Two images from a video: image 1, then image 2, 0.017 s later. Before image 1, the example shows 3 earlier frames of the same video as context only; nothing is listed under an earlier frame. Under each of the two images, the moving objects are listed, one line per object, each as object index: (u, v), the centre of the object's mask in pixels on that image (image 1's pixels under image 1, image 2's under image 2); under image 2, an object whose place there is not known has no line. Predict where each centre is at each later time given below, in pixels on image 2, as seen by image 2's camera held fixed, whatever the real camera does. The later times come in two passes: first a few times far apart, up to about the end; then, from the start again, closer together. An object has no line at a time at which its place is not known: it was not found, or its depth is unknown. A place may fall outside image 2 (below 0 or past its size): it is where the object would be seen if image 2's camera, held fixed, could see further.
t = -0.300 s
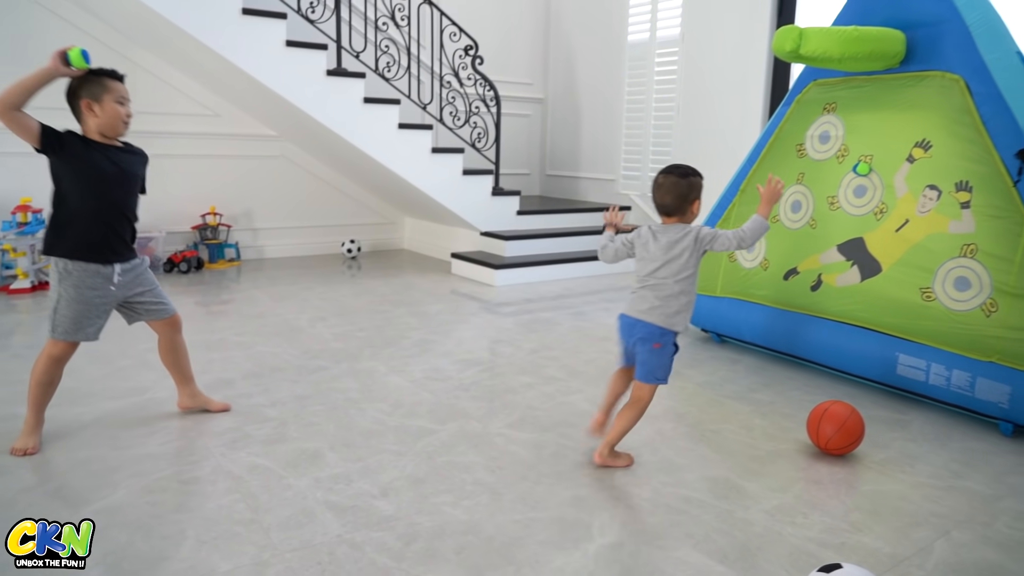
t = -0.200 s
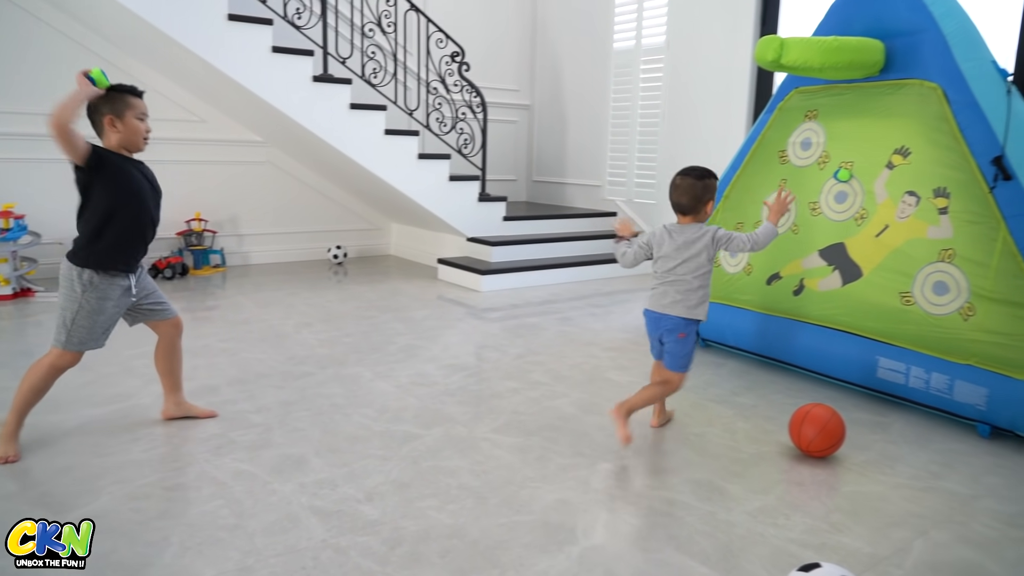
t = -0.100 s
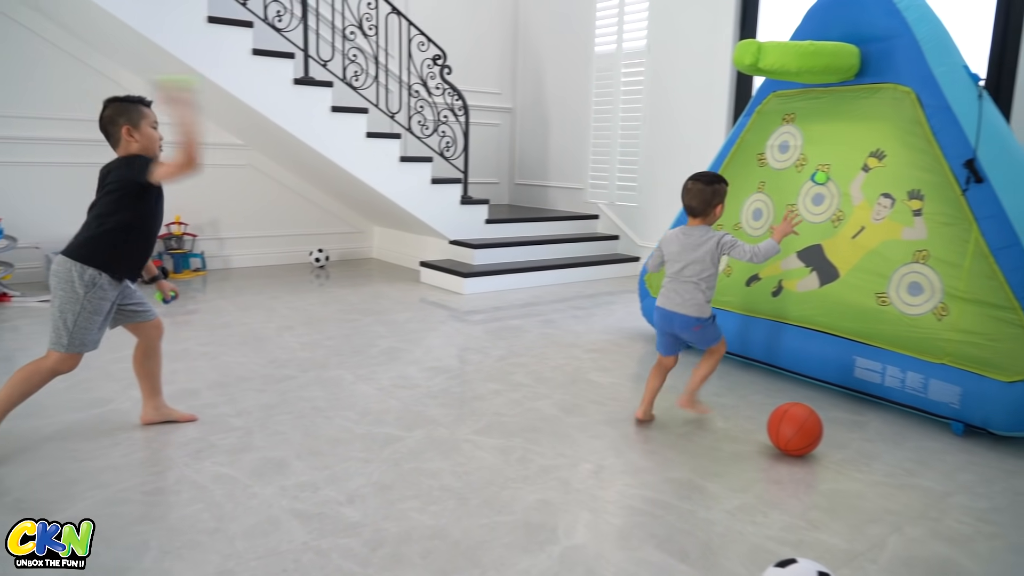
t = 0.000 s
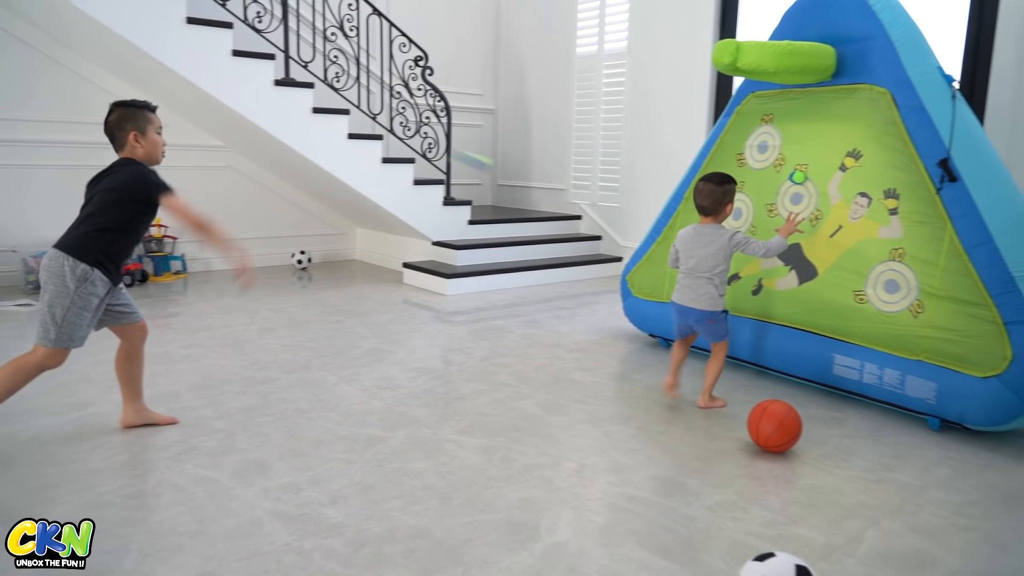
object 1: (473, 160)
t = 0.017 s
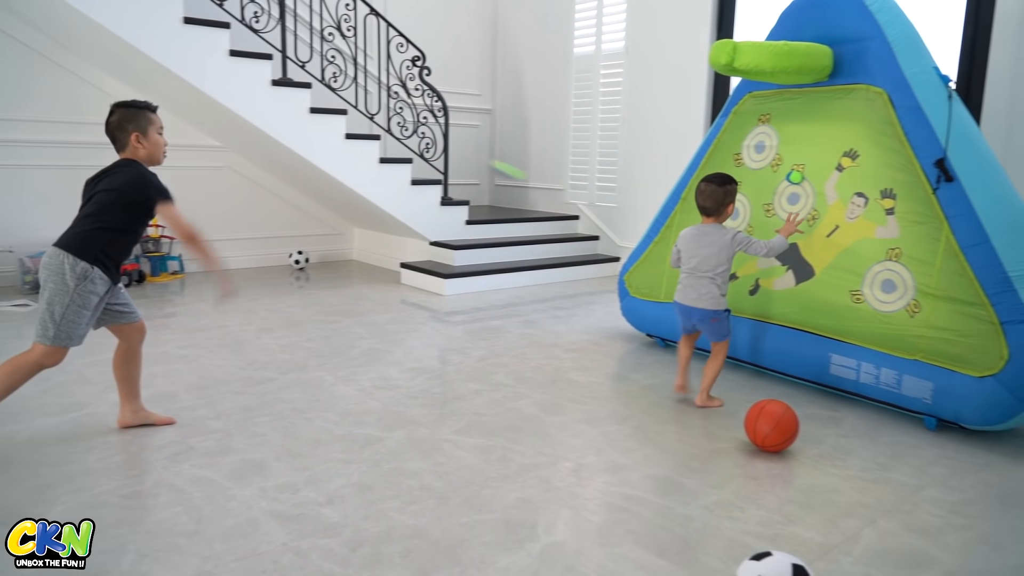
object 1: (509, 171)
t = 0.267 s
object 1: (683, 304)
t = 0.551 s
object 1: (624, 361)
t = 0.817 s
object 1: (582, 399)
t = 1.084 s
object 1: (560, 432)
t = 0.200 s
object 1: (703, 271)
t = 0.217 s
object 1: (699, 278)
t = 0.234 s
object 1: (694, 286)
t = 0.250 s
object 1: (689, 293)
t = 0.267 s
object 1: (683, 304)
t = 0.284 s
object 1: (679, 315)
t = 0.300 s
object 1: (675, 325)
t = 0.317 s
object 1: (669, 335)
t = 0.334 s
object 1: (664, 346)
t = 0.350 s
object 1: (659, 360)
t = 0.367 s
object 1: (656, 374)
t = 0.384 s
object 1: (651, 378)
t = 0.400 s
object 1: (649, 375)
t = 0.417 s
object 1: (646, 371)
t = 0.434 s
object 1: (644, 367)
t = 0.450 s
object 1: (641, 364)
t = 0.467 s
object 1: (638, 362)
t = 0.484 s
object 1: (636, 361)
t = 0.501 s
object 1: (633, 360)
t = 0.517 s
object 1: (630, 359)
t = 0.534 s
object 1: (627, 360)
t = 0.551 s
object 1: (624, 361)
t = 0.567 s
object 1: (621, 362)
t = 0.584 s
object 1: (618, 364)
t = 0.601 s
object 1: (615, 368)
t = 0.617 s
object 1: (612, 371)
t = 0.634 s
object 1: (609, 375)
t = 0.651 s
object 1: (606, 380)
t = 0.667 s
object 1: (602, 386)
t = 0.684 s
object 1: (599, 392)
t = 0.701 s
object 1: (597, 399)
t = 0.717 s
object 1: (592, 409)
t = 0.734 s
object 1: (590, 414)
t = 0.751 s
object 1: (588, 409)
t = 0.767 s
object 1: (587, 405)
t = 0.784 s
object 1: (586, 402)
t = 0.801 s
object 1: (584, 400)
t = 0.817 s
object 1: (582, 399)
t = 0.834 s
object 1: (581, 398)
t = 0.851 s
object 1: (579, 398)
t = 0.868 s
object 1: (577, 397)
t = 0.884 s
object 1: (576, 399)
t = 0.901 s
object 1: (575, 401)
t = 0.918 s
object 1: (574, 403)
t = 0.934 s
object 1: (572, 407)
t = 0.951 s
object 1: (571, 411)
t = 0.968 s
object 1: (569, 416)
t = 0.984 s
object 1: (568, 422)
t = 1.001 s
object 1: (566, 429)
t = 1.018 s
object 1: (565, 434)
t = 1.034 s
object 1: (564, 435)
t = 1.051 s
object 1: (563, 434)
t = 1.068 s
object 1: (561, 432)
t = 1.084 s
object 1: (560, 432)
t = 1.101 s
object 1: (559, 433)
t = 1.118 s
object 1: (557, 433)
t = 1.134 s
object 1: (556, 435)
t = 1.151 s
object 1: (555, 438)
